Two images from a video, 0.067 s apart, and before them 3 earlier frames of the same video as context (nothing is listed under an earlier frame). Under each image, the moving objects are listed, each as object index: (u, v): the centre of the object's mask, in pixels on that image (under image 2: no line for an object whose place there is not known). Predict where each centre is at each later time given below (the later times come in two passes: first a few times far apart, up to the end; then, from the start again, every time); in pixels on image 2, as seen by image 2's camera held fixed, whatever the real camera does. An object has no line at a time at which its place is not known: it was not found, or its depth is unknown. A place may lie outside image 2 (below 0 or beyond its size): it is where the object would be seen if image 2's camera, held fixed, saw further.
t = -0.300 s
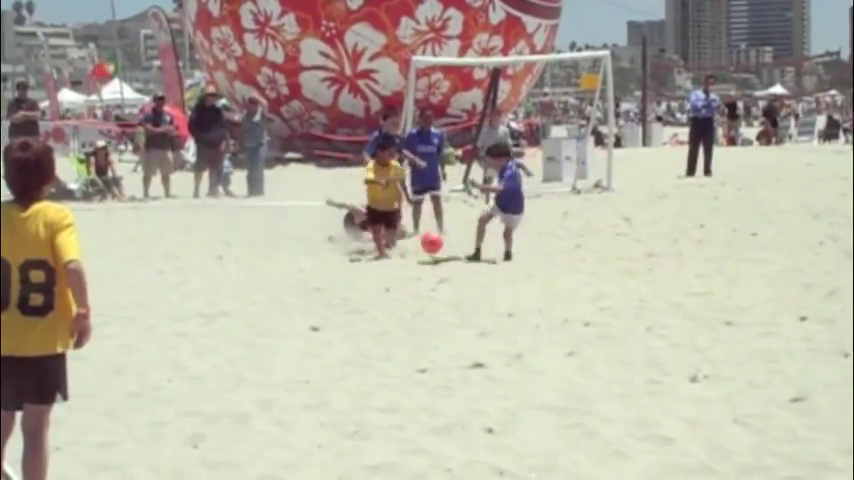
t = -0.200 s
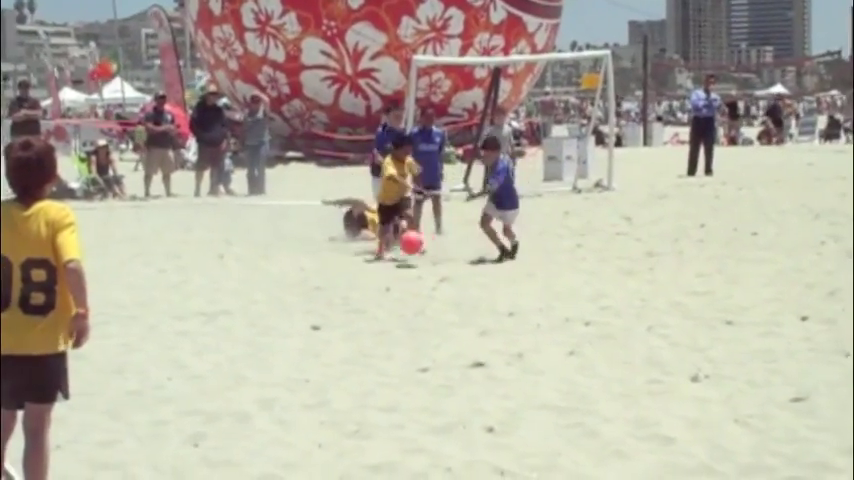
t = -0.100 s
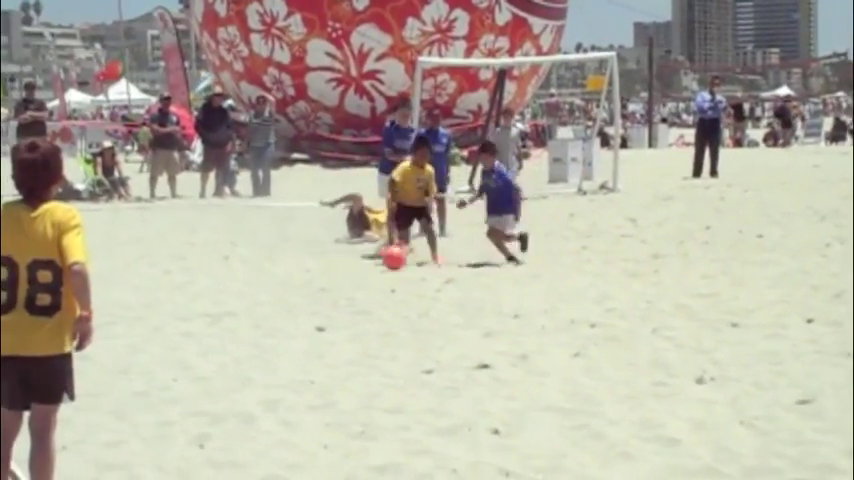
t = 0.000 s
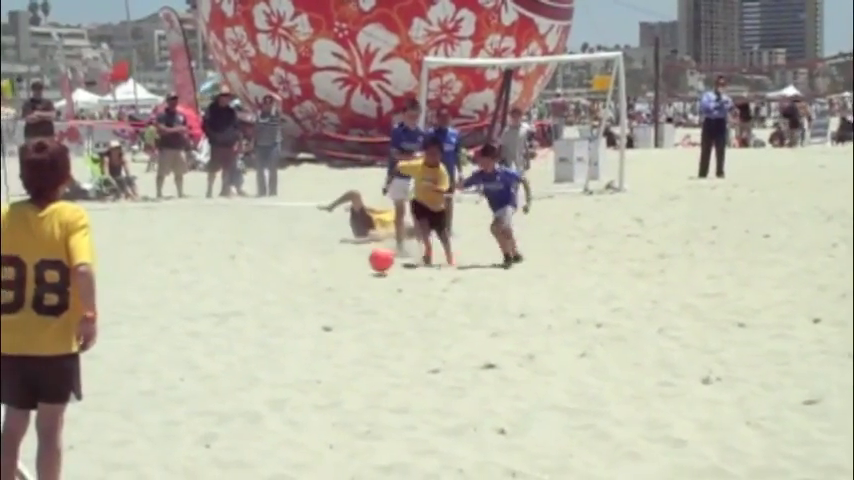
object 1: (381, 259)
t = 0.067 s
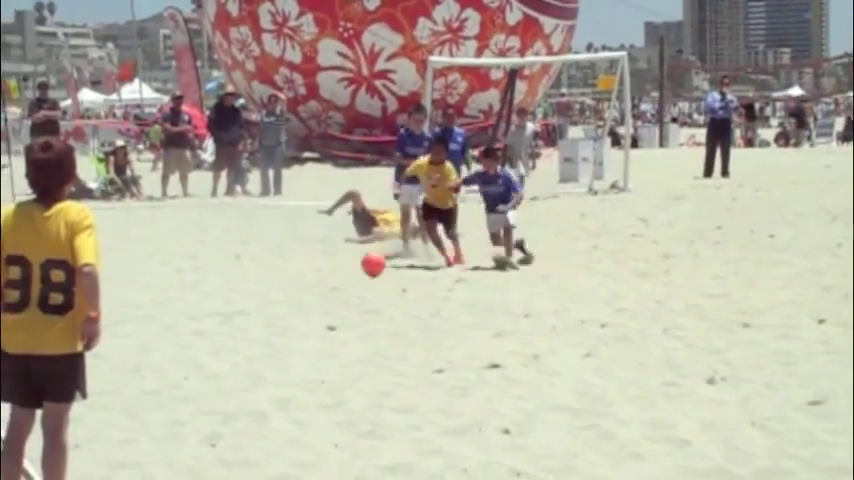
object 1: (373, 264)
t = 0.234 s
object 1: (348, 271)
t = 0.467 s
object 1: (311, 272)
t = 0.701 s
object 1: (286, 283)
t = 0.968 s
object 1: (269, 291)
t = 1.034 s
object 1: (266, 292)
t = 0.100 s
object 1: (367, 266)
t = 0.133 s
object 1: (362, 267)
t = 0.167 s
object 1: (358, 269)
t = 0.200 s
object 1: (352, 270)
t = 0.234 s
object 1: (348, 271)
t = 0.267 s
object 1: (343, 269)
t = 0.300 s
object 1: (337, 266)
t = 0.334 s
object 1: (332, 264)
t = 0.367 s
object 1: (327, 264)
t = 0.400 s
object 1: (321, 265)
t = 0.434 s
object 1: (316, 268)
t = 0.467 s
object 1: (311, 272)
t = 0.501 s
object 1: (305, 278)
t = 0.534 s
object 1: (301, 282)
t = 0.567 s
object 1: (298, 280)
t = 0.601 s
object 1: (295, 279)
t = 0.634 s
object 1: (292, 279)
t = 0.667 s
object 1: (289, 280)
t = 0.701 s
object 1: (286, 283)
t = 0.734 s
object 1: (283, 284)
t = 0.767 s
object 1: (281, 285)
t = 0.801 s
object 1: (278, 286)
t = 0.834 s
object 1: (276, 286)
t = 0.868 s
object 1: (275, 287)
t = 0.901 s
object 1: (273, 287)
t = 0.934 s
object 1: (271, 290)
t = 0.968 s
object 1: (269, 291)
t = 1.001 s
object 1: (267, 290)
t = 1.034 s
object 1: (266, 292)
